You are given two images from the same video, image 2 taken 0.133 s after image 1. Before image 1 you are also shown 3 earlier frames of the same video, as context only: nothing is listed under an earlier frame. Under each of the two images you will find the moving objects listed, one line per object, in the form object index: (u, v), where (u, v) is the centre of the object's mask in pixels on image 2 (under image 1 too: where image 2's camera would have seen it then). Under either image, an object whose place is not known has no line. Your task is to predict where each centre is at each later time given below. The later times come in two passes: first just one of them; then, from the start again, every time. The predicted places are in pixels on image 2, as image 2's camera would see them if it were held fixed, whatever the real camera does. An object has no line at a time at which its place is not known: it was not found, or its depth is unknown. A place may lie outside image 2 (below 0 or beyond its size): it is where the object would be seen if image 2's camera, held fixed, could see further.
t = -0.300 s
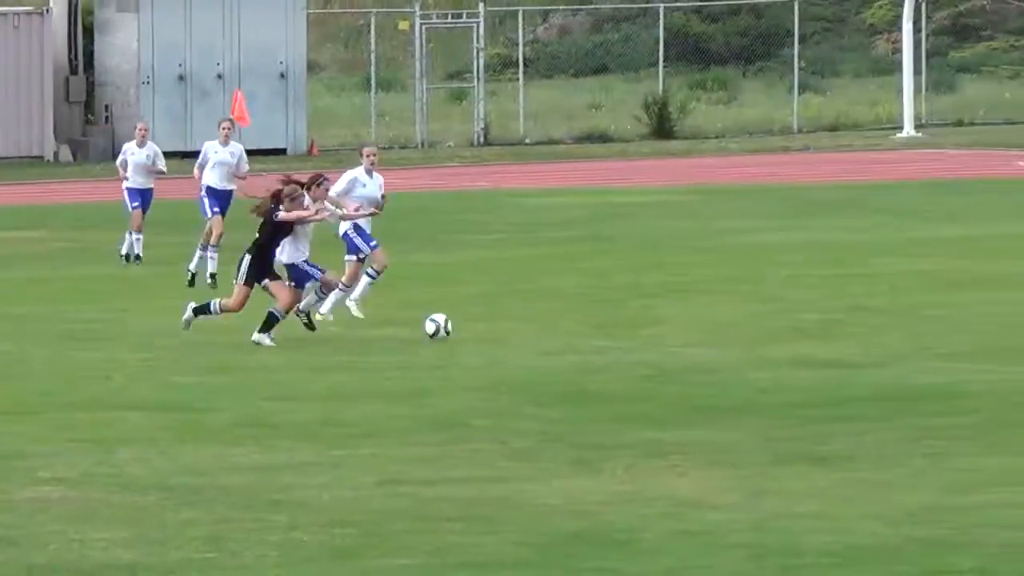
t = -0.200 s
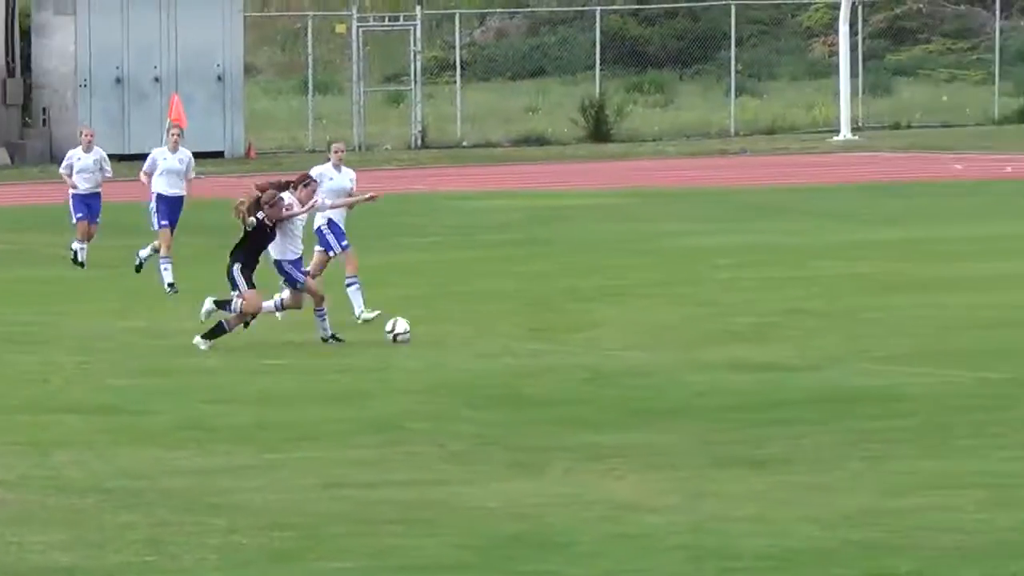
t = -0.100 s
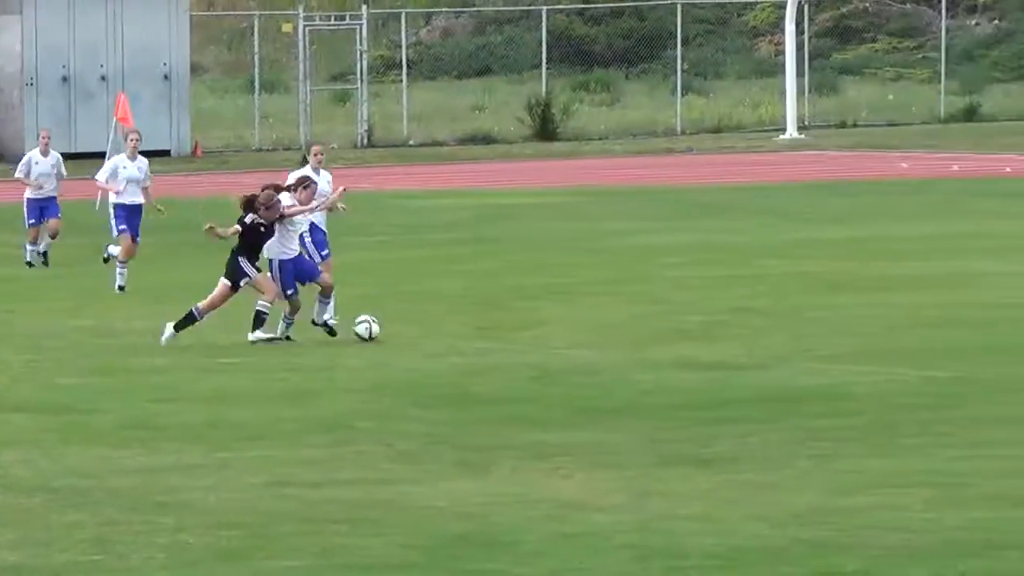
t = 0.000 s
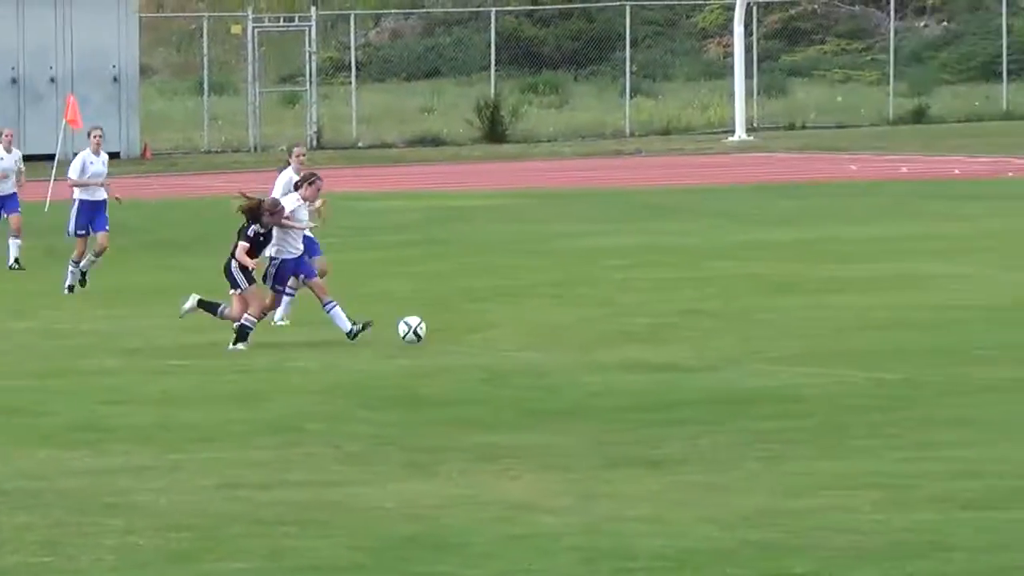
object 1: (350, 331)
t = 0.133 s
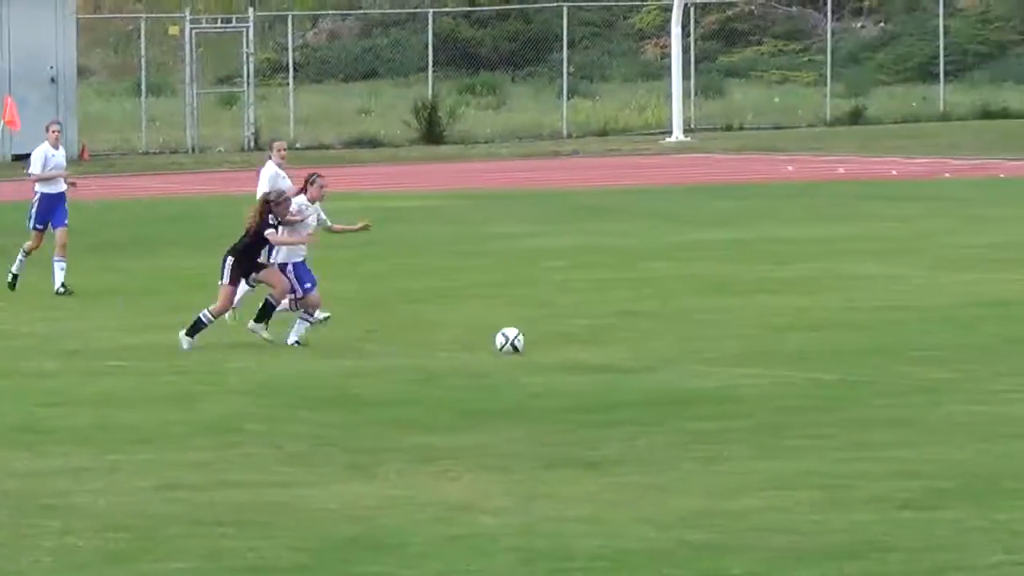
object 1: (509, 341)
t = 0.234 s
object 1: (612, 342)
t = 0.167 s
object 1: (547, 343)
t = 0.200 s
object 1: (582, 344)
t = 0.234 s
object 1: (612, 342)
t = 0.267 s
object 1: (642, 341)
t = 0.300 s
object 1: (668, 340)
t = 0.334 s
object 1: (697, 340)
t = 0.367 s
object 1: (723, 342)
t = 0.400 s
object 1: (750, 344)
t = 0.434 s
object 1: (775, 347)
